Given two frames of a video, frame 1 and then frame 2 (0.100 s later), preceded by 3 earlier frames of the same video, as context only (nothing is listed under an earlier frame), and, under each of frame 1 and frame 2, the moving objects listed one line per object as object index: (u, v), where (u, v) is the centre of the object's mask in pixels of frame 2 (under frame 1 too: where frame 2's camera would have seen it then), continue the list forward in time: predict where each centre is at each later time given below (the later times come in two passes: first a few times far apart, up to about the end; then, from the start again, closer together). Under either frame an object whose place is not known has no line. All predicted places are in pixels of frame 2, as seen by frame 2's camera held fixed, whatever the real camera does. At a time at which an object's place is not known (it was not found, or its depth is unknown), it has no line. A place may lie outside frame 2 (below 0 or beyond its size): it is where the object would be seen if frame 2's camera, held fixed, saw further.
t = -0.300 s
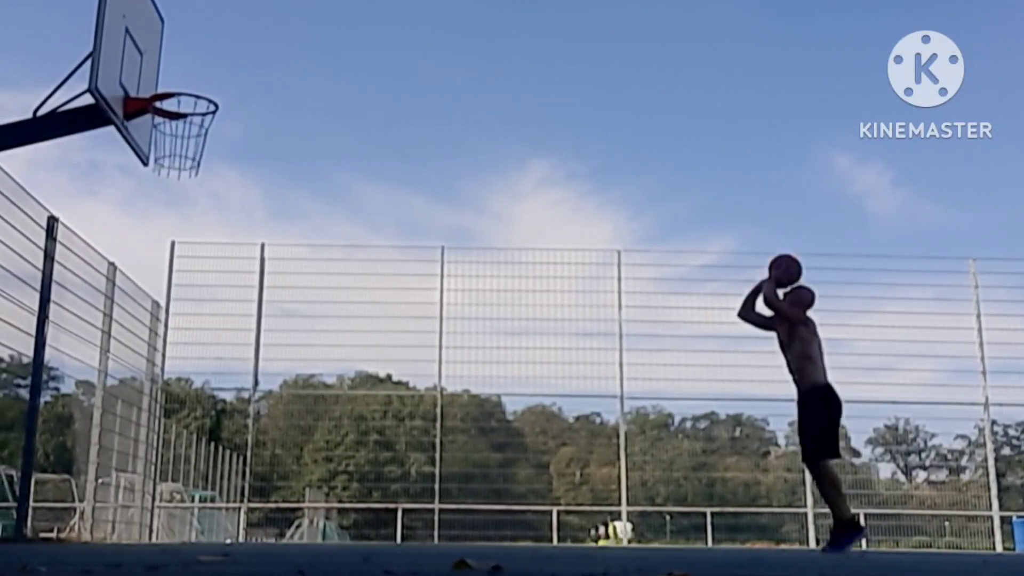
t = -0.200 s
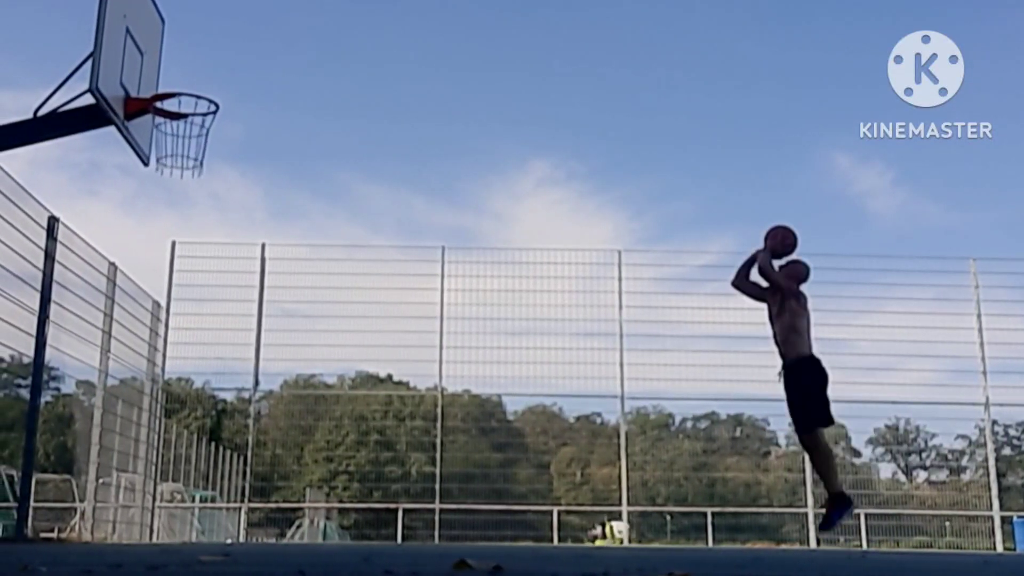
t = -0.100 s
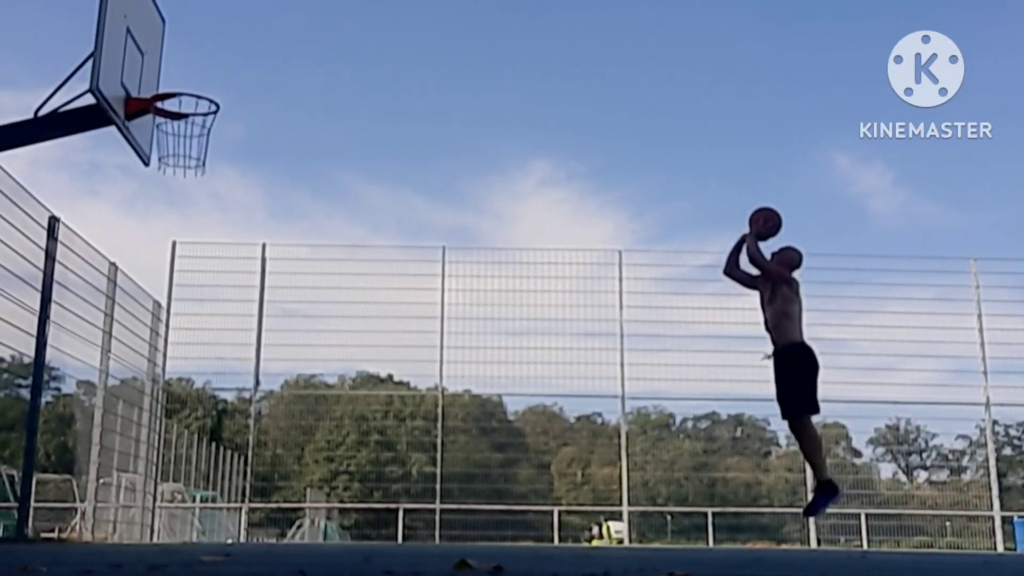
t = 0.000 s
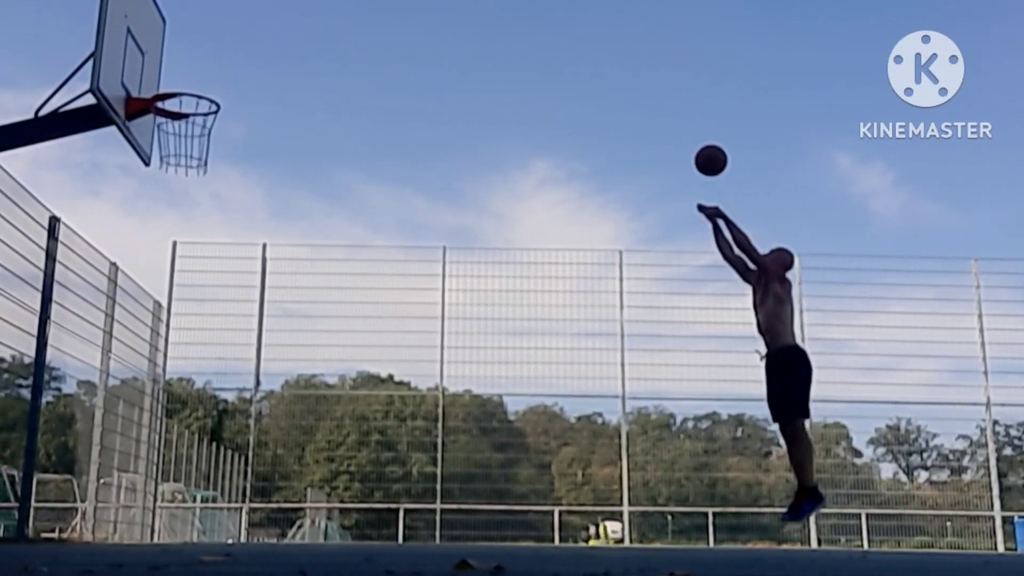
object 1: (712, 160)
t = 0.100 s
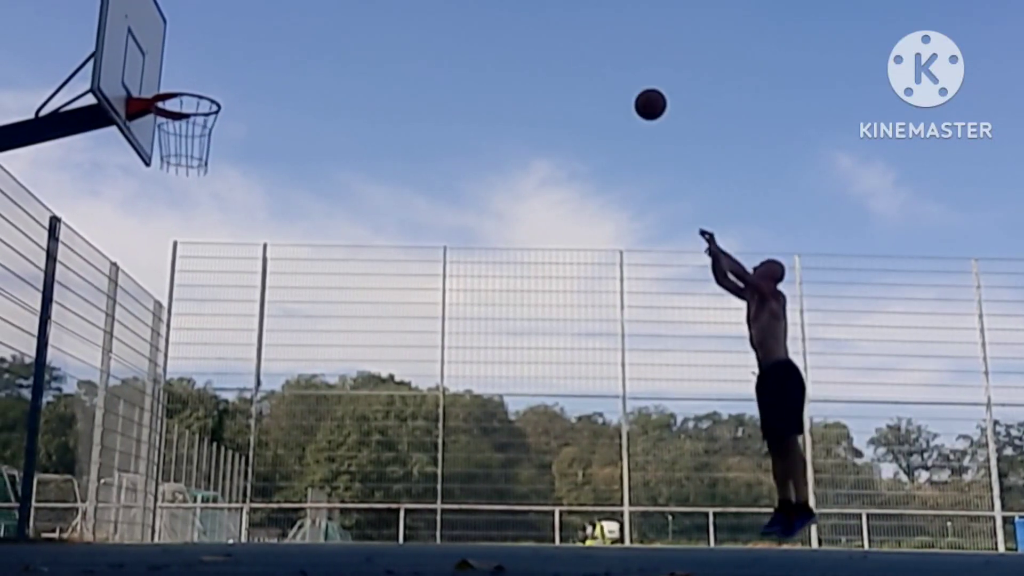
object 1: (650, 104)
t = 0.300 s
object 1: (531, 32)
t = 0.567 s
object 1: (372, 13)
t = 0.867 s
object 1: (184, 96)
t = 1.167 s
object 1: (170, 154)
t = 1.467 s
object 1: (185, 221)
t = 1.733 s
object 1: (188, 385)
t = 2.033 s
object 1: (196, 422)
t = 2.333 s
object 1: (211, 298)
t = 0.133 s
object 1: (630, 89)
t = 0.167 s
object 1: (610, 74)
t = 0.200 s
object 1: (590, 62)
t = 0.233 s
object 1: (571, 51)
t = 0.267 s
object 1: (551, 41)
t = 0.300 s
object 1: (531, 32)
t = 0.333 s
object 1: (511, 25)
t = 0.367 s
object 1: (492, 19)
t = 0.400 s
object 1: (472, 15)
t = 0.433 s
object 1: (452, 13)
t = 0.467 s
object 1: (432, 11)
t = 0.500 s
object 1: (412, 11)
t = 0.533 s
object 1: (392, 12)
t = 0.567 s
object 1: (372, 13)
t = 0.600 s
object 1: (352, 15)
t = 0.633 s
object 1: (332, 20)
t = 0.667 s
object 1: (311, 27)
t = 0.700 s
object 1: (290, 35)
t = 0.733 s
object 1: (270, 44)
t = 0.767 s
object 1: (248, 55)
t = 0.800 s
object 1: (227, 67)
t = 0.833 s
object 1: (205, 81)
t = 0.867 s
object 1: (184, 96)
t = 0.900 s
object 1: (170, 113)
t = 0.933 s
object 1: (165, 124)
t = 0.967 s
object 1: (164, 134)
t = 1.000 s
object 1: (164, 142)
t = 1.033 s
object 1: (165, 147)
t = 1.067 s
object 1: (166, 149)
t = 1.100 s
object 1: (167, 151)
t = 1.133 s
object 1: (169, 153)
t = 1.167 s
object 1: (170, 154)
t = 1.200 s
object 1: (172, 157)
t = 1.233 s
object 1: (174, 161)
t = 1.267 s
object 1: (176, 165)
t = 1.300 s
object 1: (177, 171)
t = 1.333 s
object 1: (179, 178)
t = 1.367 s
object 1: (181, 186)
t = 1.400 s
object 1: (182, 196)
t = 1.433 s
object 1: (184, 208)
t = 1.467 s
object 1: (185, 221)
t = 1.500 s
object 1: (186, 236)
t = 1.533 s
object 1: (188, 252)
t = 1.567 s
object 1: (189, 270)
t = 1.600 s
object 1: (189, 290)
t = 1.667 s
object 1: (190, 334)
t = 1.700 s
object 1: (190, 359)
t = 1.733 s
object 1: (188, 385)
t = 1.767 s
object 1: (187, 413)
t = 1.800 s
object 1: (186, 443)
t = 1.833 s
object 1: (186, 476)
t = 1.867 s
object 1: (183, 510)
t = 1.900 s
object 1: (185, 521)
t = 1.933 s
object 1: (186, 494)
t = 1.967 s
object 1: (190, 468)
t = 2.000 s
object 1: (194, 445)
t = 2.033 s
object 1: (196, 422)
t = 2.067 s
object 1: (197, 402)
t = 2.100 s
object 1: (199, 384)
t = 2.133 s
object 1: (203, 366)
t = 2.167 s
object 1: (205, 351)
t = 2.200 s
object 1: (206, 337)
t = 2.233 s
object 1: (208, 325)
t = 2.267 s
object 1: (209, 314)
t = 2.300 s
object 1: (210, 305)
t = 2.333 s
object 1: (211, 298)
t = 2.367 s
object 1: (211, 292)
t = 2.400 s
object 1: (212, 287)
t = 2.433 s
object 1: (212, 284)
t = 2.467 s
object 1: (213, 283)
